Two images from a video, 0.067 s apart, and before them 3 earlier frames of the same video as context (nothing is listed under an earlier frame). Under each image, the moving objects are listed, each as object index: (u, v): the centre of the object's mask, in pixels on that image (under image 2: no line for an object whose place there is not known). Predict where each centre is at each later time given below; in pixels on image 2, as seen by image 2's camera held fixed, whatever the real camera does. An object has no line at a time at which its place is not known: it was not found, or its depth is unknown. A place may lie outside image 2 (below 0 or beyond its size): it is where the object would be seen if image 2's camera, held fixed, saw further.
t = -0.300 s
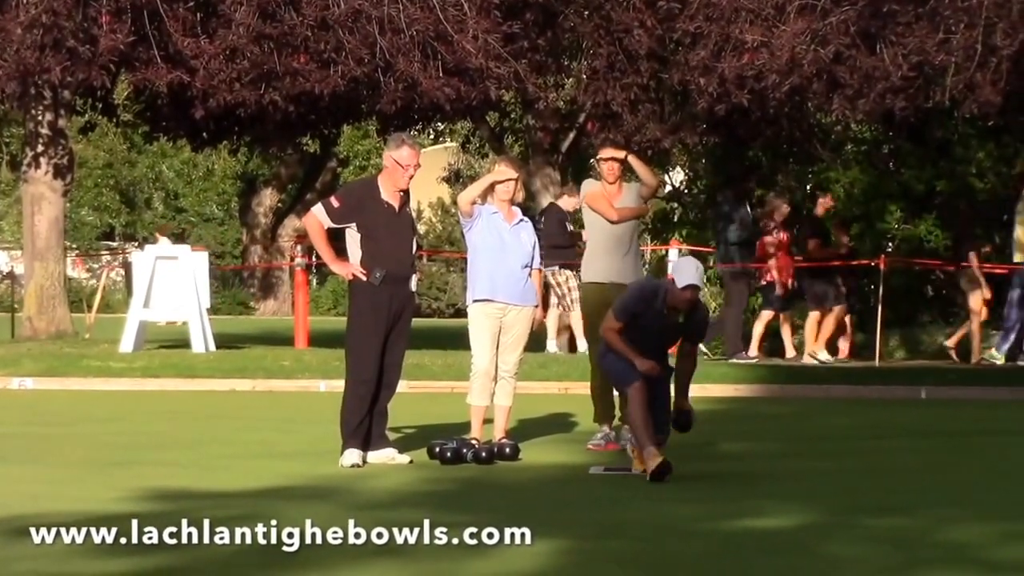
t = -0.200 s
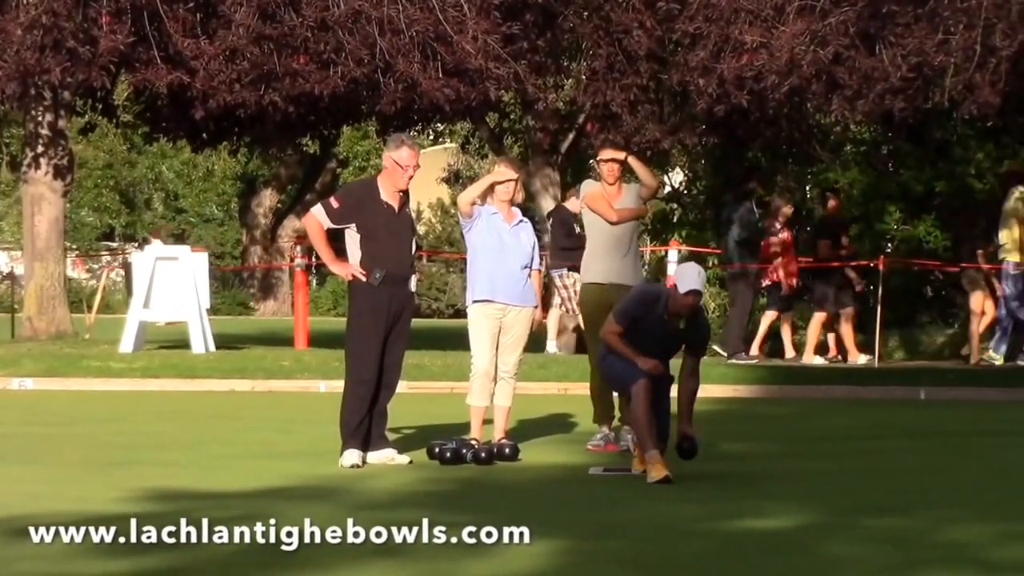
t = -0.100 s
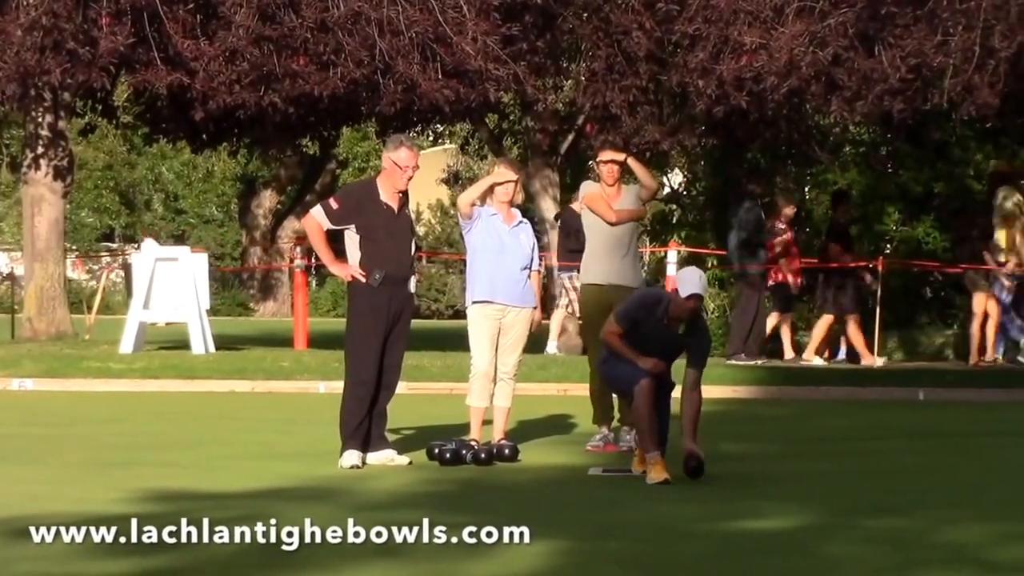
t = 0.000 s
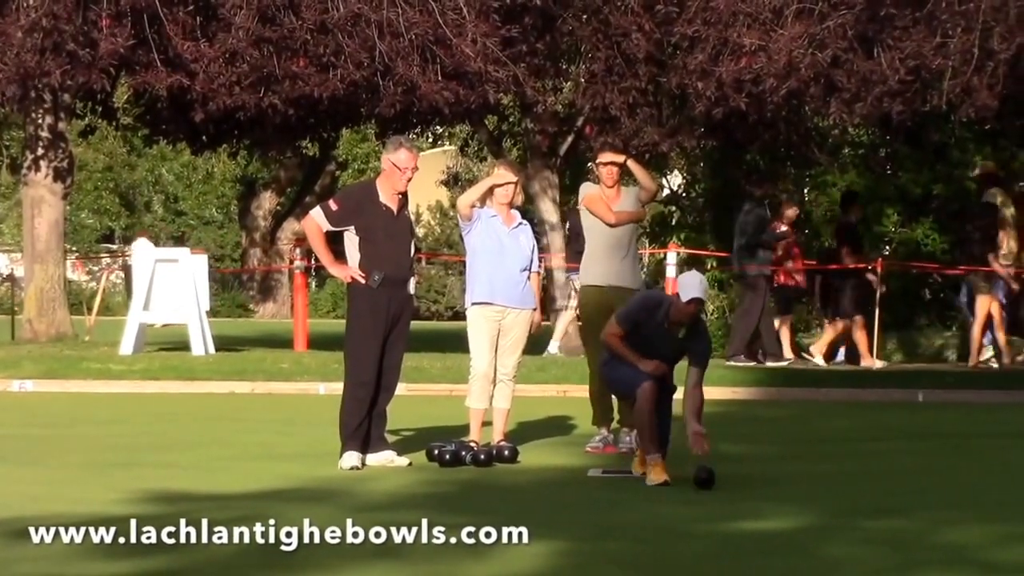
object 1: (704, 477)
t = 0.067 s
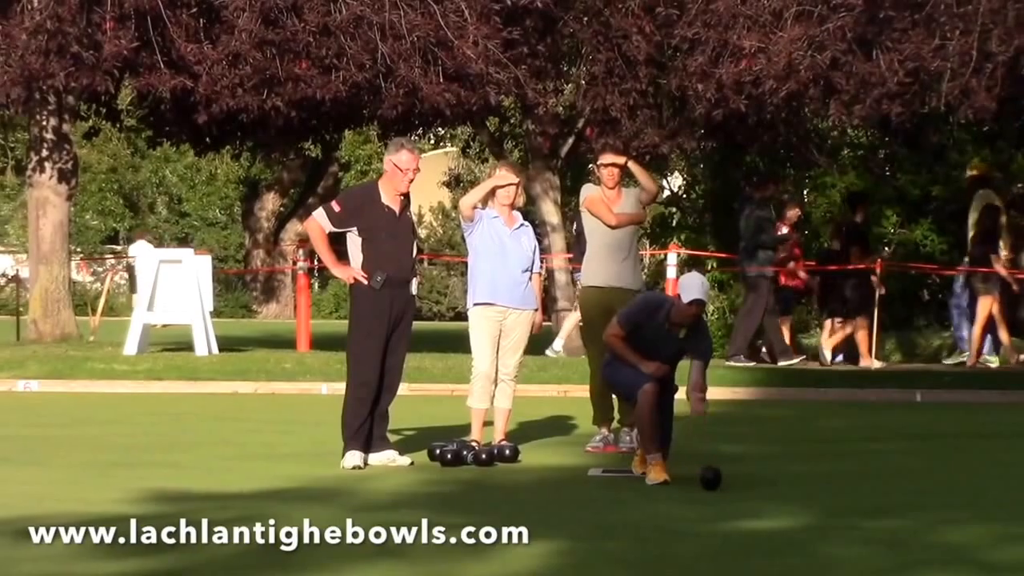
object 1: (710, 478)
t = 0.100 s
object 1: (714, 480)
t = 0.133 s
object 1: (717, 481)
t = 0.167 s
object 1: (720, 482)
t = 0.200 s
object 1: (722, 484)
